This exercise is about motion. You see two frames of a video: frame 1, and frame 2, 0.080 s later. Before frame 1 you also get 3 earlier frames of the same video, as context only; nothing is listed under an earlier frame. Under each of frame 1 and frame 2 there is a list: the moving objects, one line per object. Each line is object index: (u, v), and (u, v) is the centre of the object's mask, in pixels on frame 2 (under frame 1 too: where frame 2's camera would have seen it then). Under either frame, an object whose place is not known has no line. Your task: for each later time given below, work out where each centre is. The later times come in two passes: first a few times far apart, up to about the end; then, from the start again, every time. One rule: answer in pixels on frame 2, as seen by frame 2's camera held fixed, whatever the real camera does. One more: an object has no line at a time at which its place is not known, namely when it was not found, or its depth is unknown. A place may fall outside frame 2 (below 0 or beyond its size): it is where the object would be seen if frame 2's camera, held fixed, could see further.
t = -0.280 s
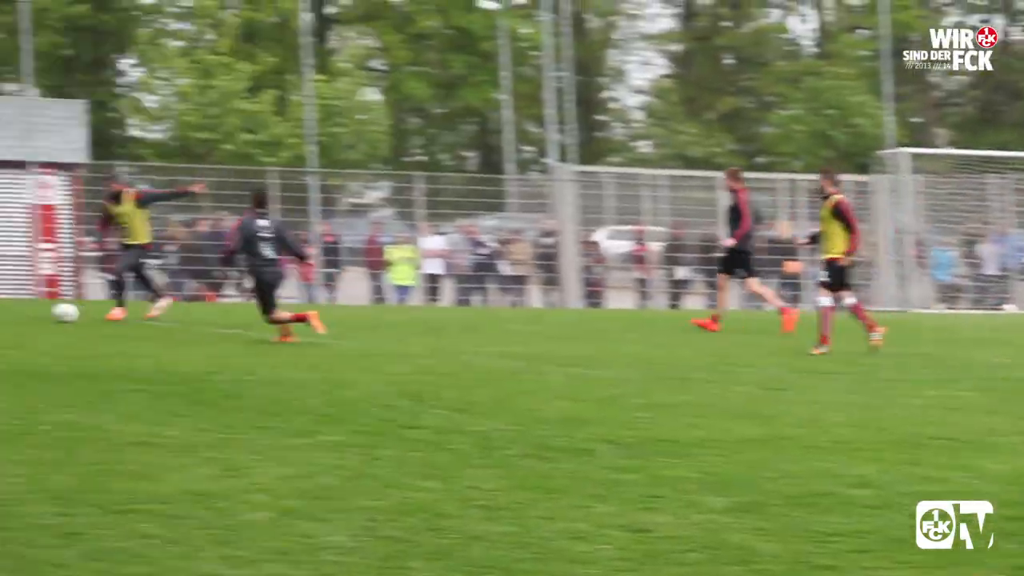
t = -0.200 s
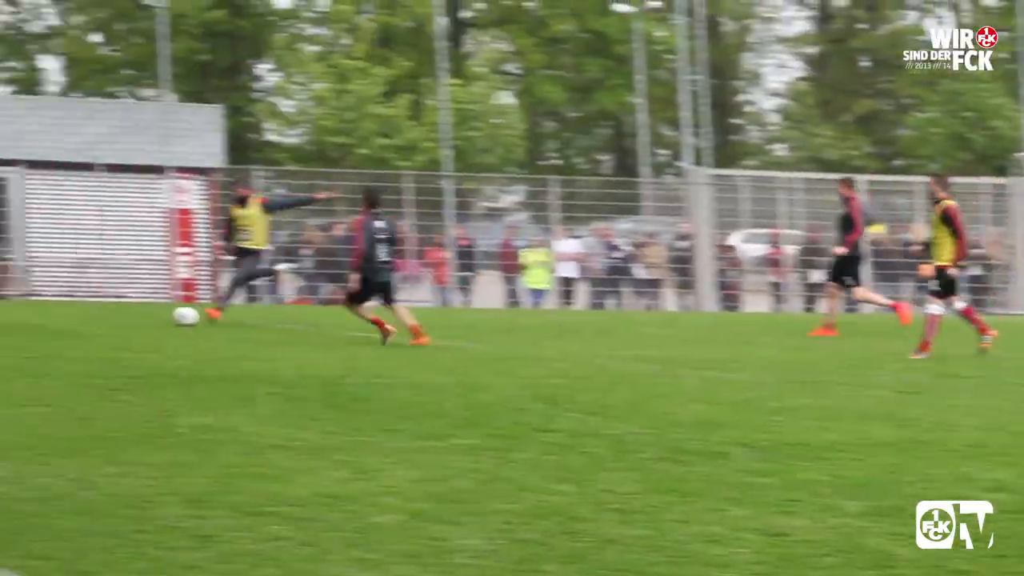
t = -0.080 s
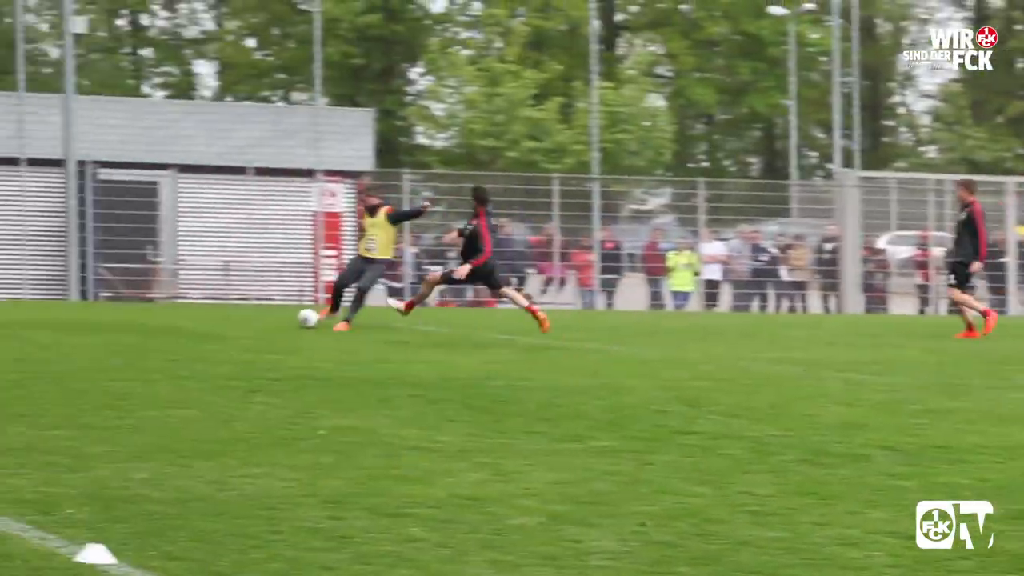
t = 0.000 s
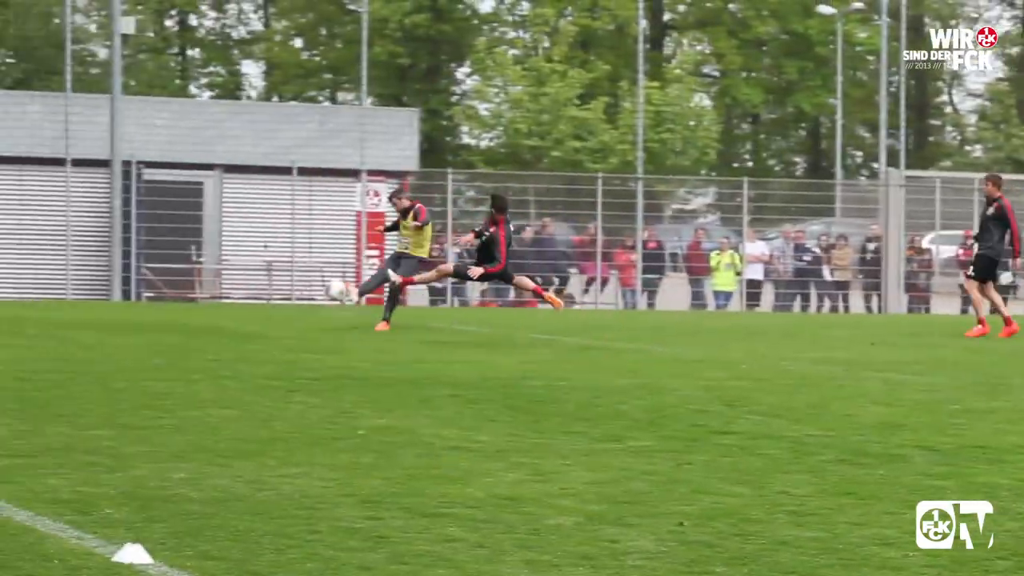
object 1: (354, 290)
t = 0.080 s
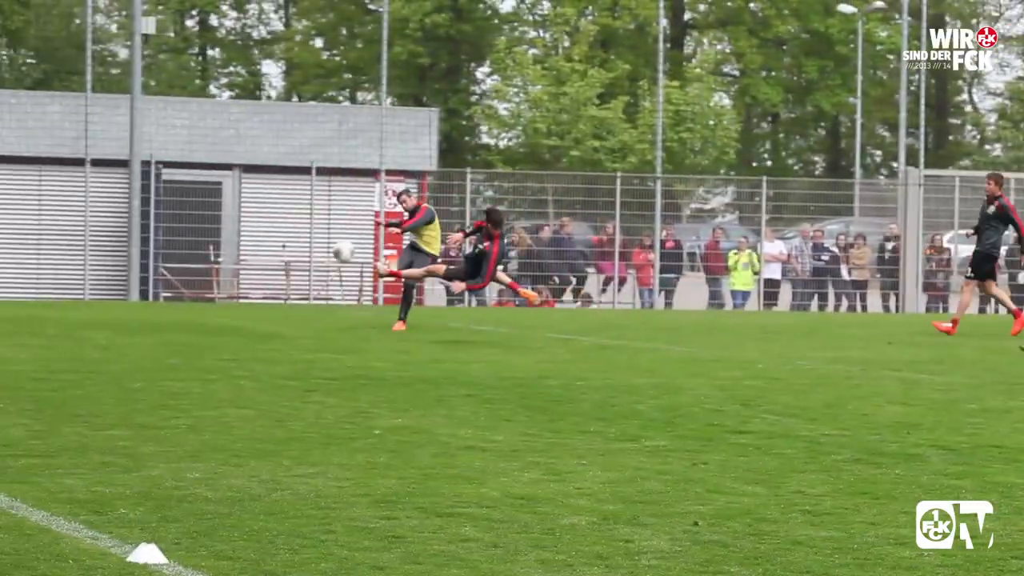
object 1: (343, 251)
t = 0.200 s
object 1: (342, 201)
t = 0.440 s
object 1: (391, 130)
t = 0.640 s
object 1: (499, 119)
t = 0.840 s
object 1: (696, 185)
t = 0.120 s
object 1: (341, 233)
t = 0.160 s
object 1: (341, 217)
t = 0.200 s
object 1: (342, 201)
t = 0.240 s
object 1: (345, 186)
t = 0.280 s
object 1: (351, 173)
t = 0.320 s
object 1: (359, 159)
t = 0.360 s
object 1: (367, 148)
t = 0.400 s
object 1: (378, 138)
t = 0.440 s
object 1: (391, 130)
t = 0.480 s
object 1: (407, 123)
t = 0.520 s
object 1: (427, 119)
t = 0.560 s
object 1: (448, 116)
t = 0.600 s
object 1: (472, 115)
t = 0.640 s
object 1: (499, 119)
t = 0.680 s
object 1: (532, 124)
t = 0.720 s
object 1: (567, 134)
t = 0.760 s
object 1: (607, 147)
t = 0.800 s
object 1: (650, 164)
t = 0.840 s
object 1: (696, 185)
